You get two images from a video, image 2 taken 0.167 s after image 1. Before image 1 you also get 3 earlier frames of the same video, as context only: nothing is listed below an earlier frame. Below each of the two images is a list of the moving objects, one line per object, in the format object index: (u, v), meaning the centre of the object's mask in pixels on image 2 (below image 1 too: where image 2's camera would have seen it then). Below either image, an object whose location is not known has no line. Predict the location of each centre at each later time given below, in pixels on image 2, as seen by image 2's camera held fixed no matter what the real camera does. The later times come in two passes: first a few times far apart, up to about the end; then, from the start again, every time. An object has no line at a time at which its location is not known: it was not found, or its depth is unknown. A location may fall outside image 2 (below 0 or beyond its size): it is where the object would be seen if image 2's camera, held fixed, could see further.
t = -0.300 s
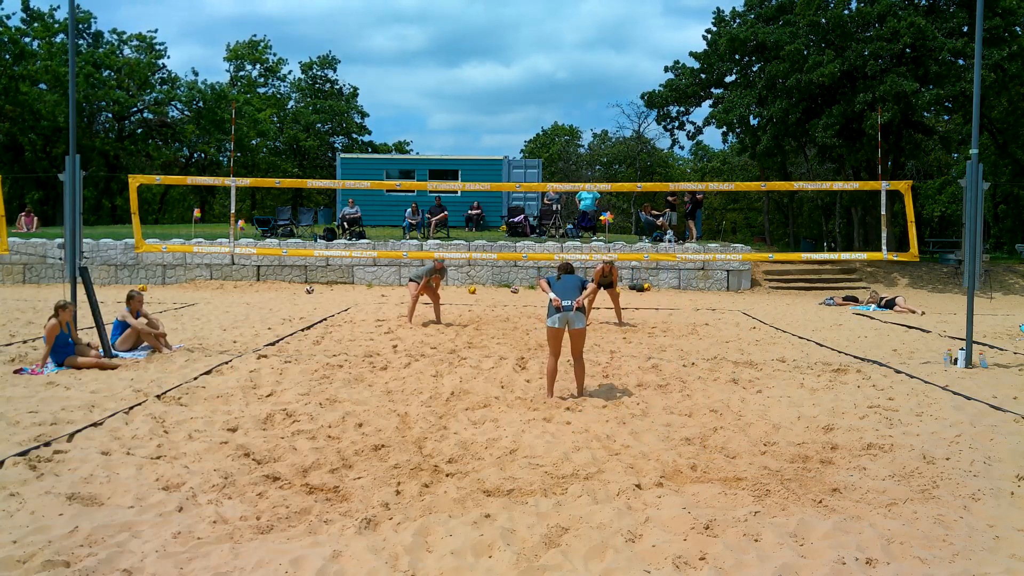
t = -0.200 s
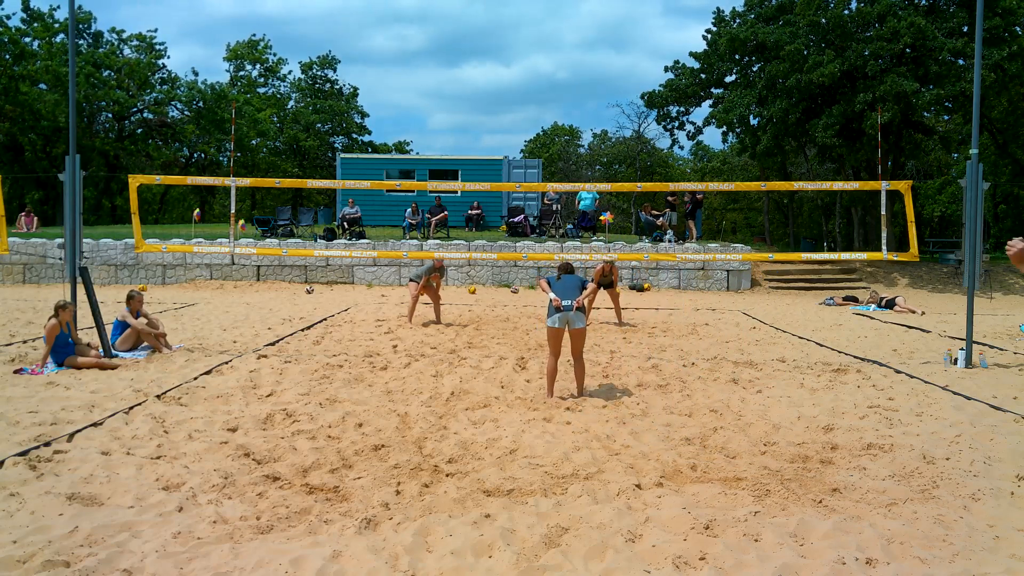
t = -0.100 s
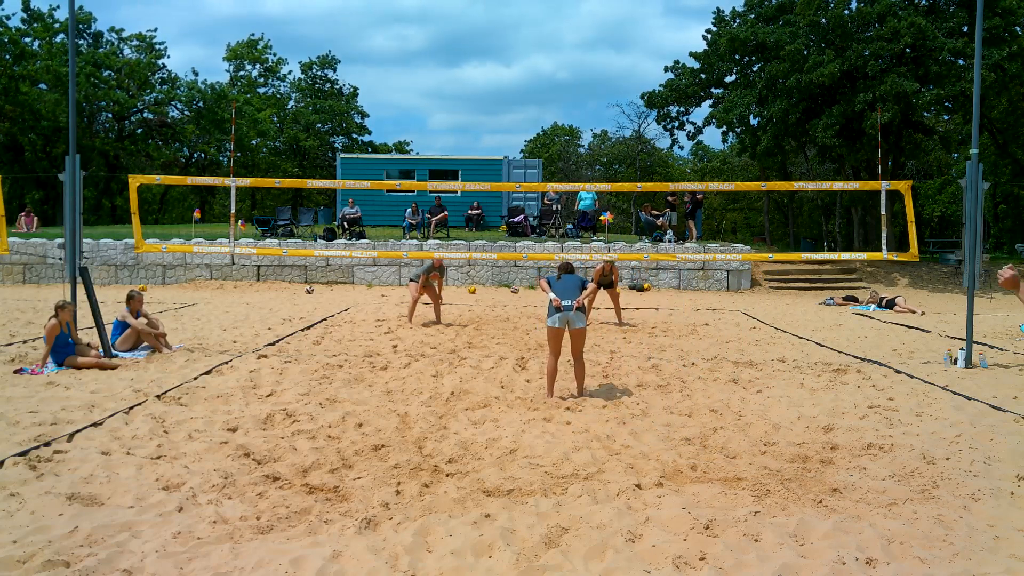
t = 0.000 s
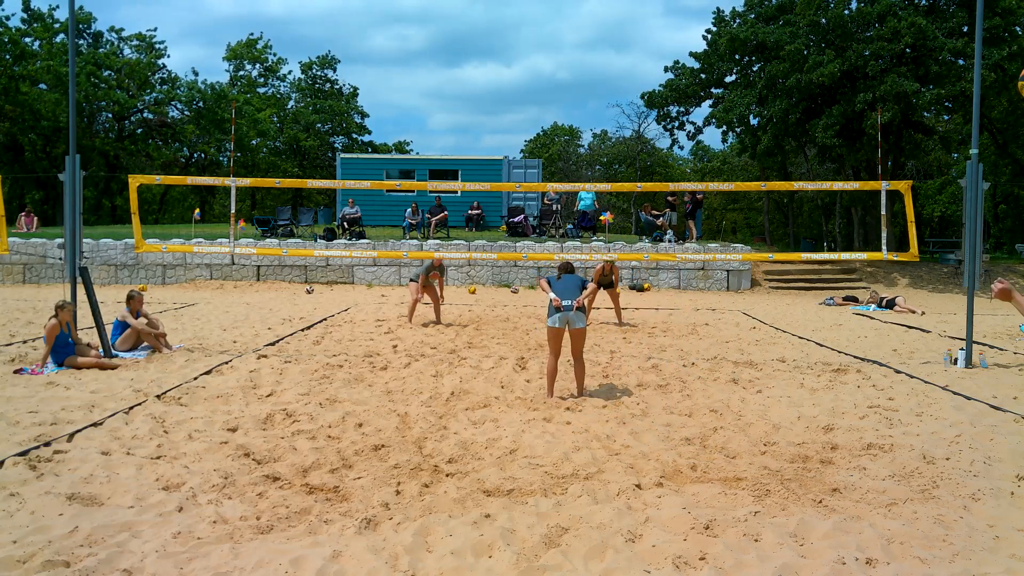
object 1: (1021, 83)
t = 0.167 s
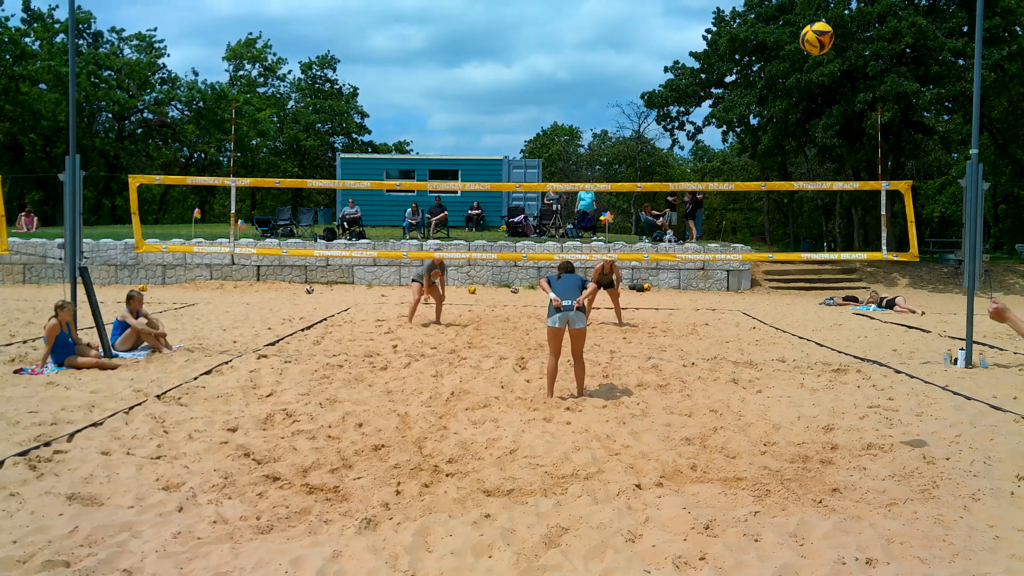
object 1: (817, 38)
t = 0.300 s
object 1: (717, 44)
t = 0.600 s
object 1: (593, 103)
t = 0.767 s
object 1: (556, 151)
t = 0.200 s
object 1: (787, 37)
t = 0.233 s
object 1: (761, 38)
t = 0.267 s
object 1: (737, 40)
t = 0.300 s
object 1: (717, 44)
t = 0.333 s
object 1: (698, 48)
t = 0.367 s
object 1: (680, 53)
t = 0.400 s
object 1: (664, 58)
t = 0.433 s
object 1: (650, 65)
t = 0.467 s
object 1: (636, 71)
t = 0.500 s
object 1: (624, 79)
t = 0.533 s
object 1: (613, 86)
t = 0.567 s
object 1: (602, 94)
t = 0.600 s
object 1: (593, 103)
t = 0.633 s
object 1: (584, 112)
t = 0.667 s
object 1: (576, 122)
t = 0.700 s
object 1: (569, 131)
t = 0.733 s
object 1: (562, 141)
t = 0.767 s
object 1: (556, 151)
